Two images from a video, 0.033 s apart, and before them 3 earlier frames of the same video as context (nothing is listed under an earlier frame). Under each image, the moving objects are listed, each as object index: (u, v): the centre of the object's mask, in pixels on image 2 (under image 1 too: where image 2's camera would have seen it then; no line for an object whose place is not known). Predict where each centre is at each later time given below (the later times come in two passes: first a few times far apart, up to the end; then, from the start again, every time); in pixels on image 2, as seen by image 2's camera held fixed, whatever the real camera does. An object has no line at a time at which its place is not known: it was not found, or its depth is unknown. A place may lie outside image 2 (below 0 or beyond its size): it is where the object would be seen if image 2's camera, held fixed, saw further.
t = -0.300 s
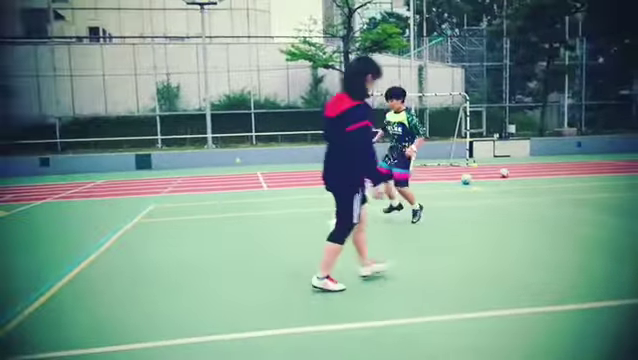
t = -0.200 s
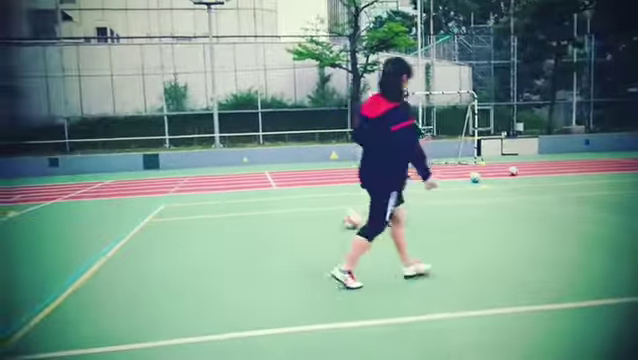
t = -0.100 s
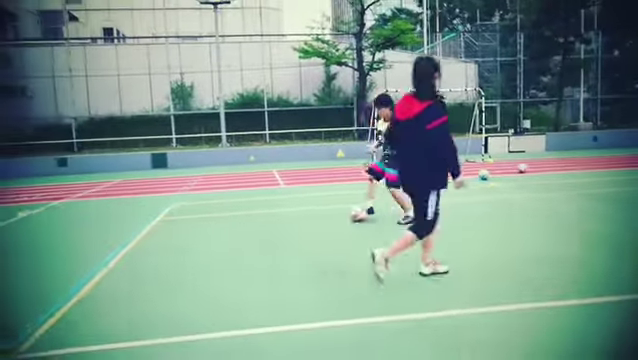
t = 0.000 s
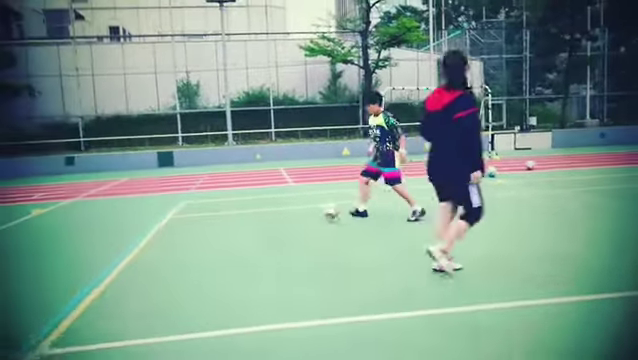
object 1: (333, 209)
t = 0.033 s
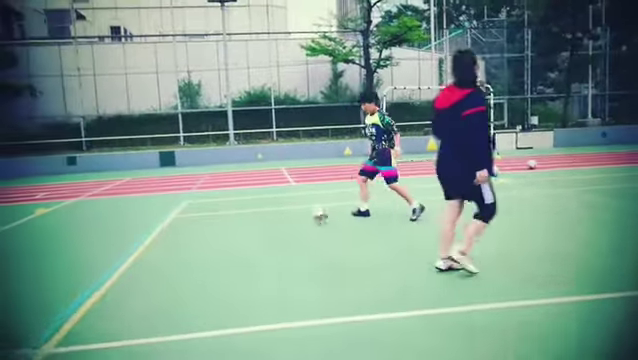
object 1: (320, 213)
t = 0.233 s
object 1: (259, 218)
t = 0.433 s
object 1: (199, 225)
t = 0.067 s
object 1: (309, 213)
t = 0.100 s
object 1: (298, 215)
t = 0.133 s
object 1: (287, 215)
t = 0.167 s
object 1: (277, 216)
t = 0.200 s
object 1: (268, 217)
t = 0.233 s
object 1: (259, 218)
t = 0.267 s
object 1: (248, 221)
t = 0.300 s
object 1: (237, 222)
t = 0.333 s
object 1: (229, 222)
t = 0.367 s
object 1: (218, 223)
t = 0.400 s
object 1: (208, 223)
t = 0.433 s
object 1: (199, 225)
